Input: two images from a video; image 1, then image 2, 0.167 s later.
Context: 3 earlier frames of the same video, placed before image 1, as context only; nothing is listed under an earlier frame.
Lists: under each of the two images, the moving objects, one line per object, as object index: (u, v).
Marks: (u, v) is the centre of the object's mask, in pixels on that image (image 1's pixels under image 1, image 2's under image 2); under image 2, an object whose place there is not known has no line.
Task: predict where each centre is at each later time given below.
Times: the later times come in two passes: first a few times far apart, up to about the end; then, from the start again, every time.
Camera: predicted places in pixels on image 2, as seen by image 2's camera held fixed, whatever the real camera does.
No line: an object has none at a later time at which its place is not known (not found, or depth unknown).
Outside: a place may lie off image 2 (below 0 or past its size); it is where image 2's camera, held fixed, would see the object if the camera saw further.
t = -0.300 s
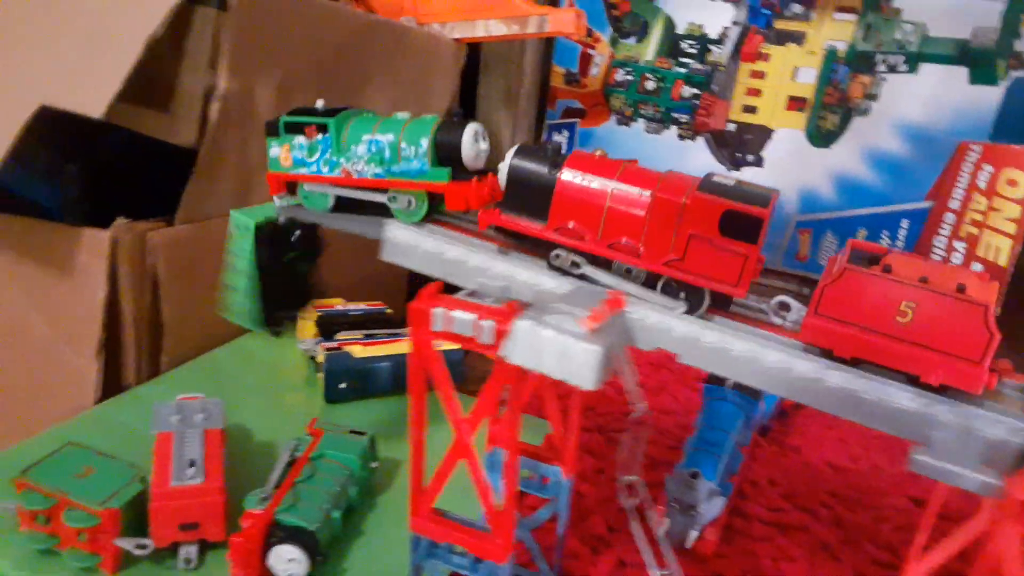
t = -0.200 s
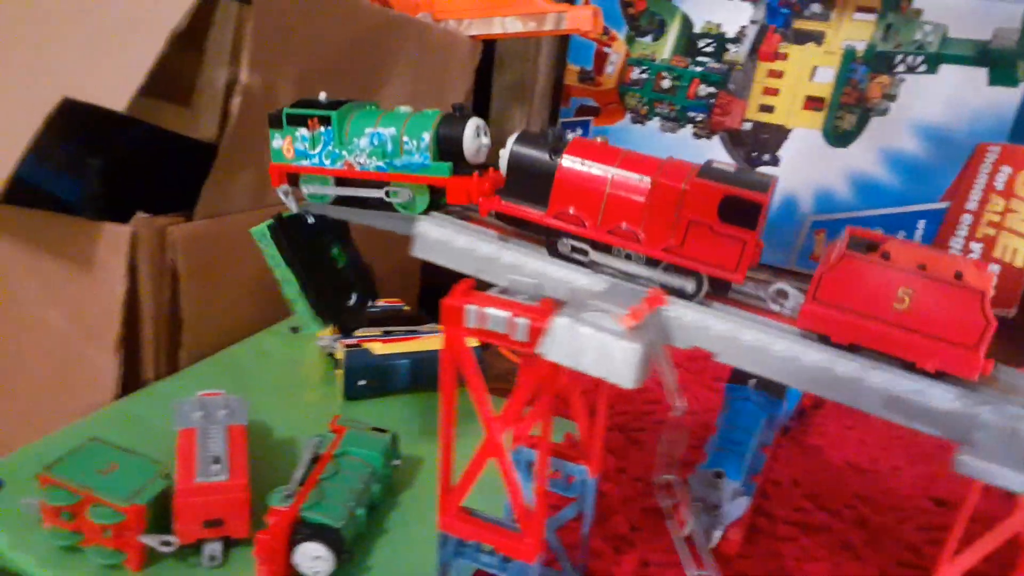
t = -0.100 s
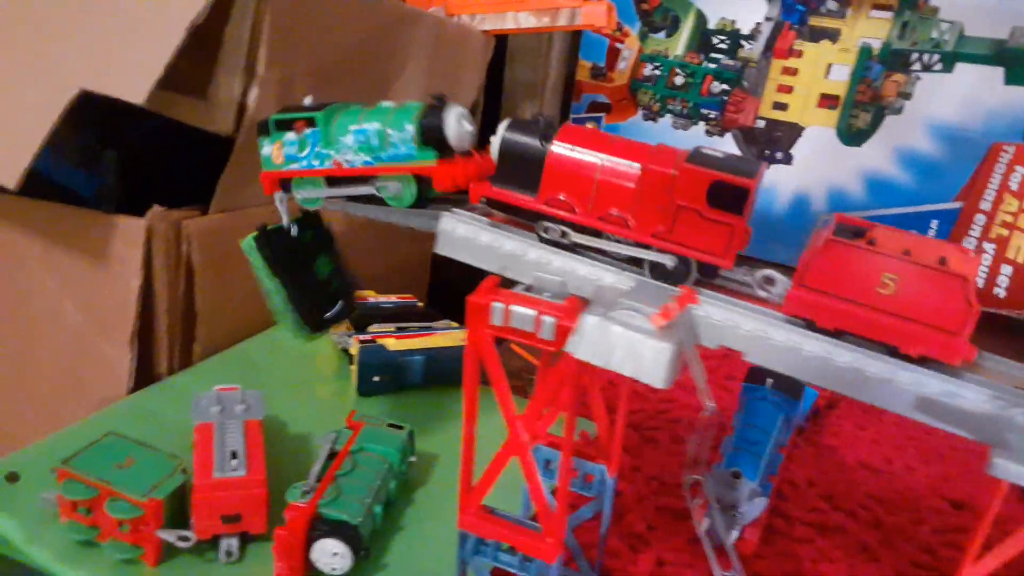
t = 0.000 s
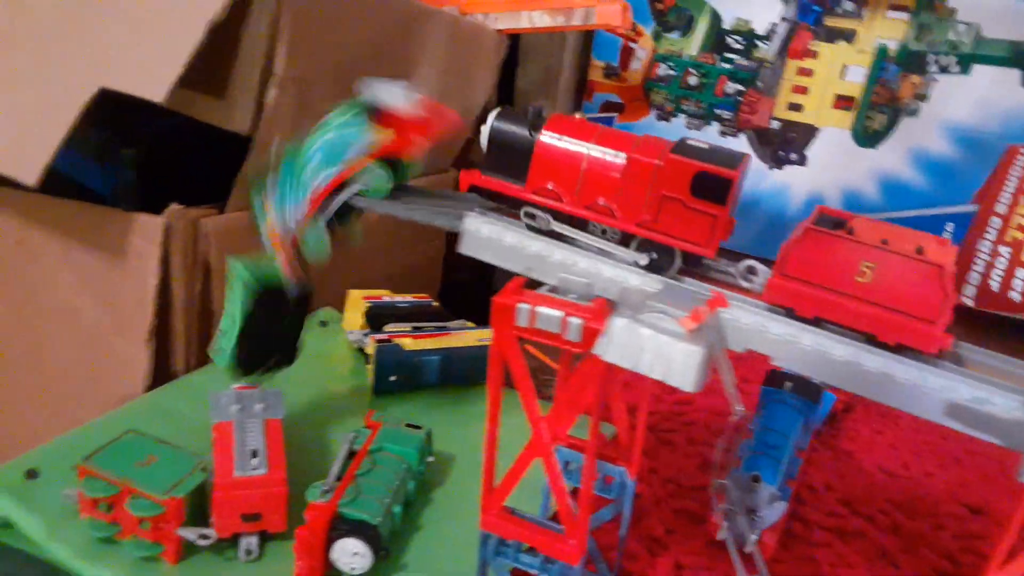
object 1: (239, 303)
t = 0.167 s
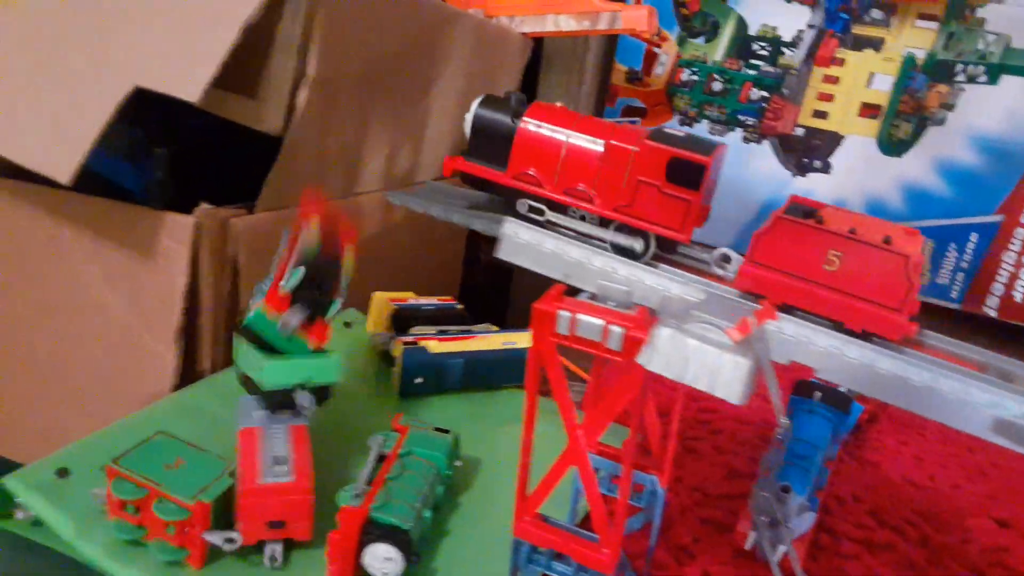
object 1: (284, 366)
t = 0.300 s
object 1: (309, 318)
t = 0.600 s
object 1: (380, 386)
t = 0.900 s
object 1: (380, 386)
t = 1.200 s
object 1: (379, 385)
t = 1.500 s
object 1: (379, 385)
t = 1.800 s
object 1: (376, 387)
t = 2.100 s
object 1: (377, 385)
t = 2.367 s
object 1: (378, 385)
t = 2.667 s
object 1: (377, 385)
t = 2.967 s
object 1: (378, 385)
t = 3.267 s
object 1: (377, 386)
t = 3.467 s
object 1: (364, 390)
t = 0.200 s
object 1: (297, 354)
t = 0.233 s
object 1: (308, 326)
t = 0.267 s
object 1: (307, 310)
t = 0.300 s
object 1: (309, 318)
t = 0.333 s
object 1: (327, 328)
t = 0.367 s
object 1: (318, 346)
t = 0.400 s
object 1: (336, 357)
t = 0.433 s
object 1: (358, 379)
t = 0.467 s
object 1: (361, 391)
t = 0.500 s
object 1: (359, 391)
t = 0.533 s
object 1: (367, 387)
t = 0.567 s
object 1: (376, 386)
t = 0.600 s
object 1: (380, 386)
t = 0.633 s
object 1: (380, 387)
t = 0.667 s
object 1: (379, 386)
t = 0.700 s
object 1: (380, 387)
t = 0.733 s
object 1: (380, 387)
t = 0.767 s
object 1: (379, 386)
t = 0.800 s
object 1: (379, 386)
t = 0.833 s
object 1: (380, 386)
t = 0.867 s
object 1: (380, 386)
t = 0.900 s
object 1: (380, 386)
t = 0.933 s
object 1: (380, 385)
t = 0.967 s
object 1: (380, 385)
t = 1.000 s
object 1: (379, 385)
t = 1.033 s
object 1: (379, 385)
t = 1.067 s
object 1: (379, 385)
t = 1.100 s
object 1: (380, 385)
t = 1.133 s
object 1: (379, 385)
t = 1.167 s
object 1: (379, 385)
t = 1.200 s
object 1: (379, 385)
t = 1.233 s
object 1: (379, 385)
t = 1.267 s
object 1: (379, 385)
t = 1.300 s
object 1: (379, 385)
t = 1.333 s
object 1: (379, 385)
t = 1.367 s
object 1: (379, 385)
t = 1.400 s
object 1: (379, 386)
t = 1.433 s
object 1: (379, 386)
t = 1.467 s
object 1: (379, 386)
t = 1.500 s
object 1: (379, 385)
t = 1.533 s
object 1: (379, 386)
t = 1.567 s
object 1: (379, 386)
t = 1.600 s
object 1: (377, 386)
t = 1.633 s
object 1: (375, 386)
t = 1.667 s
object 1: (379, 386)
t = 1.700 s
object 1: (379, 386)
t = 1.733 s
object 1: (379, 386)
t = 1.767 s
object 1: (379, 386)
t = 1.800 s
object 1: (376, 387)
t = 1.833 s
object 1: (378, 386)
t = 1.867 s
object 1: (378, 385)
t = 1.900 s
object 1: (374, 385)
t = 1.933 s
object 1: (375, 386)
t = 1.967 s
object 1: (377, 385)
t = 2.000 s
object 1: (376, 385)
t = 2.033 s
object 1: (378, 385)
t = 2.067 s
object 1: (377, 385)
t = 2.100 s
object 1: (377, 385)
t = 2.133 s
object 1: (377, 385)
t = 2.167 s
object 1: (374, 386)
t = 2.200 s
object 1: (375, 386)
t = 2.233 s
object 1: (376, 386)
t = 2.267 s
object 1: (373, 387)
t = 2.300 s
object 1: (376, 385)
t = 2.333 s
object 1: (378, 385)
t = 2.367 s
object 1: (378, 385)
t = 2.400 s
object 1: (377, 385)
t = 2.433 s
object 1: (377, 385)
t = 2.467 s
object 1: (377, 385)
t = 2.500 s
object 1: (377, 385)
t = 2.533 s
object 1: (378, 385)
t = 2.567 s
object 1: (377, 385)
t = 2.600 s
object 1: (378, 386)
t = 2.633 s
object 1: (377, 385)
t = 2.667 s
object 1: (377, 385)
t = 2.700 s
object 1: (378, 385)
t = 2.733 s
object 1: (379, 386)
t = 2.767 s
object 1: (379, 386)
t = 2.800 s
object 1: (379, 386)
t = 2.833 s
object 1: (378, 385)
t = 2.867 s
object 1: (379, 385)
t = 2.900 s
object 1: (379, 385)
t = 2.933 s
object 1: (379, 385)
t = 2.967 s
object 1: (378, 385)
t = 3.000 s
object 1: (378, 385)
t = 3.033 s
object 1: (378, 385)
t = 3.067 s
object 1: (378, 385)
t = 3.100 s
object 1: (378, 385)
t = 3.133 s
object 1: (378, 386)
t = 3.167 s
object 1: (378, 385)
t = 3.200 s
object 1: (378, 386)
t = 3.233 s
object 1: (377, 386)
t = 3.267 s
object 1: (377, 386)
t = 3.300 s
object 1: (373, 386)
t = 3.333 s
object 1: (372, 386)
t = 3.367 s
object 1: (363, 392)
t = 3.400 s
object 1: (366, 389)
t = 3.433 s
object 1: (364, 390)
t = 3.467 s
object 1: (364, 390)
